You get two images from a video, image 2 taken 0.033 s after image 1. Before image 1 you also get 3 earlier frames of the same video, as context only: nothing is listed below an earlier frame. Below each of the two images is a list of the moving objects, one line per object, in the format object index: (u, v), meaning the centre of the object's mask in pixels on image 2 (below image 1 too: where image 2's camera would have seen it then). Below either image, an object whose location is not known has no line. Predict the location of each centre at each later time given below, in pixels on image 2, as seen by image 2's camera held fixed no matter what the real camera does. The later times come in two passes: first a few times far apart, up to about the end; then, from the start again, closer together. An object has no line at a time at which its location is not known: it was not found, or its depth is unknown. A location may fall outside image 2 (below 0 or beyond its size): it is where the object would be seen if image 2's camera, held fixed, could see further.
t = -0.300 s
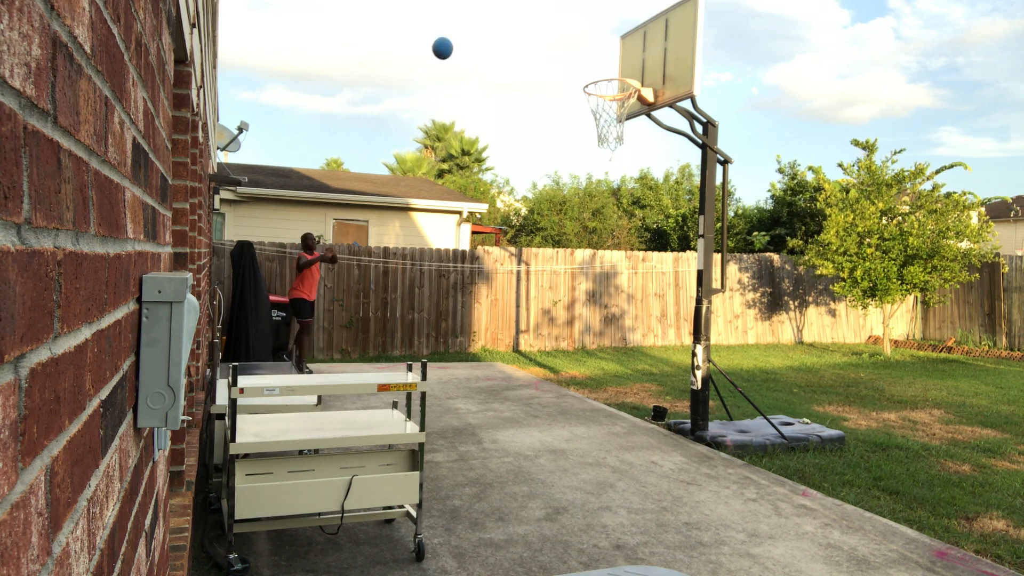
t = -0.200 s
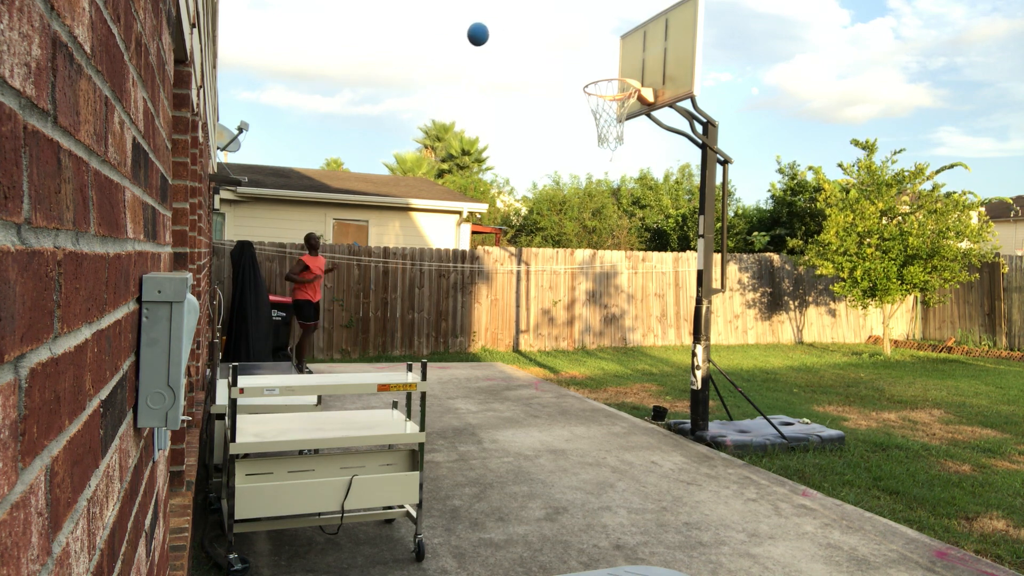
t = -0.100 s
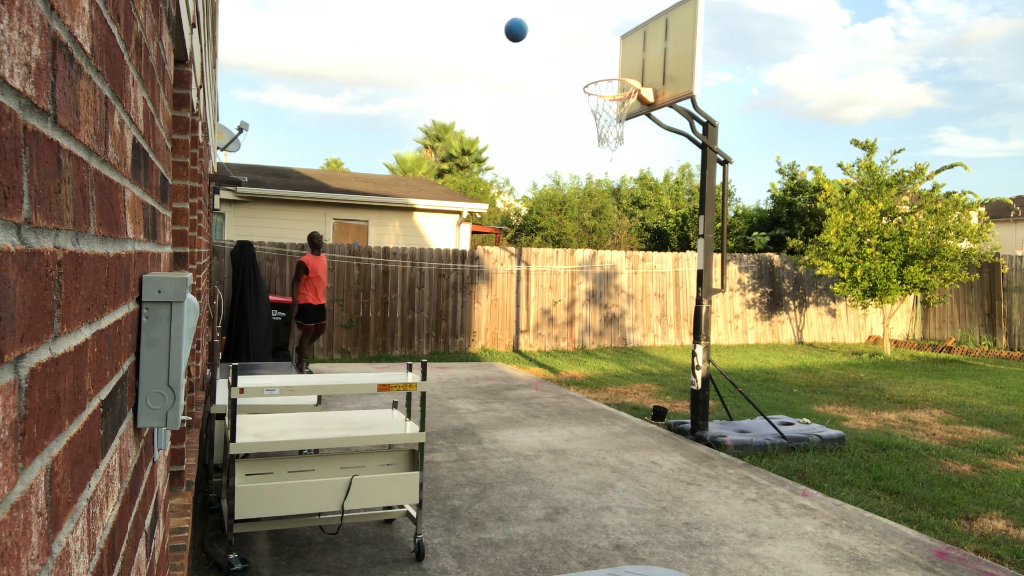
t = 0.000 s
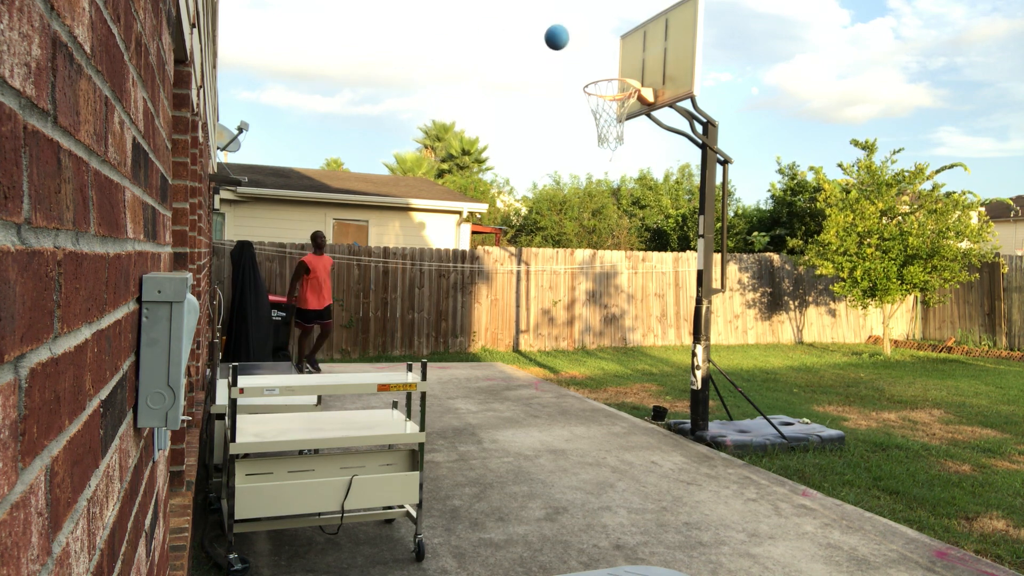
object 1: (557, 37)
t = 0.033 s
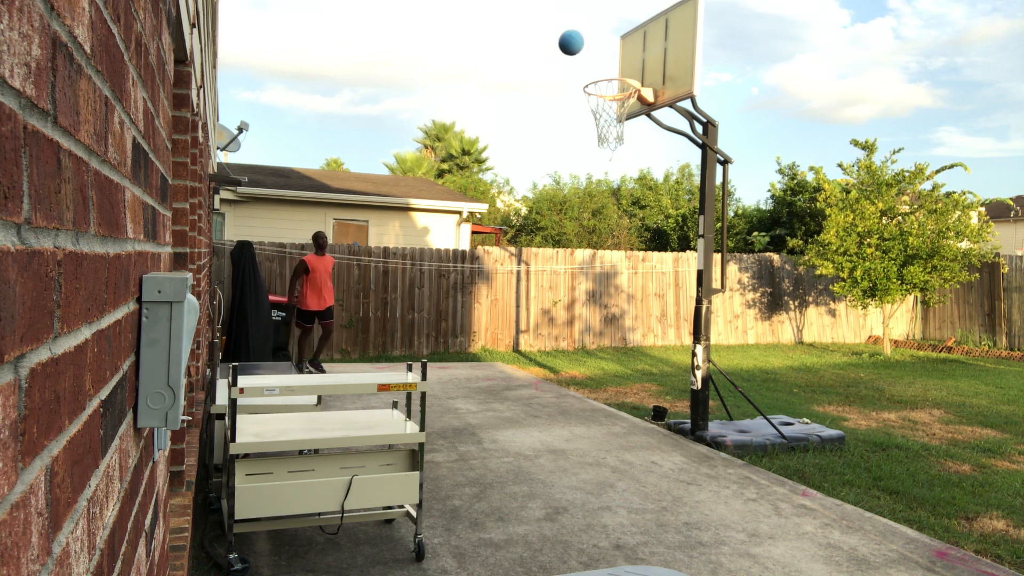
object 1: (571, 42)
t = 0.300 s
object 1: (647, 39)
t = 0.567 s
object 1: (640, 42)
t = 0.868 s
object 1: (623, 63)
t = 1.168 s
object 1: (617, 82)
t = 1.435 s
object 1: (609, 179)
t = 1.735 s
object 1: (598, 388)
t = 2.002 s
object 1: (607, 311)
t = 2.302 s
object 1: (621, 188)
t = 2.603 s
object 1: (631, 191)
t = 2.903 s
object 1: (637, 319)
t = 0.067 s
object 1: (586, 49)
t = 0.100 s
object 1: (601, 57)
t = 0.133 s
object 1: (617, 66)
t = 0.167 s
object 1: (624, 64)
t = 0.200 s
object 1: (630, 55)
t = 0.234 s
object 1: (636, 48)
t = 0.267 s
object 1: (642, 43)
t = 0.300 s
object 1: (647, 39)
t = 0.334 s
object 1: (653, 37)
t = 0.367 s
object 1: (658, 35)
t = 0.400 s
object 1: (656, 34)
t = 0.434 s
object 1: (653, 33)
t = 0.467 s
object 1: (649, 33)
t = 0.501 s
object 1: (646, 35)
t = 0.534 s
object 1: (643, 38)
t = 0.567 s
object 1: (640, 42)
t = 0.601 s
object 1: (636, 48)
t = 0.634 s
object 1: (633, 55)
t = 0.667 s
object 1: (630, 63)
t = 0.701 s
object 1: (628, 65)
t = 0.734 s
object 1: (627, 62)
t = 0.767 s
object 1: (626, 60)
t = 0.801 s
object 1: (625, 60)
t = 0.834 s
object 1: (624, 60)
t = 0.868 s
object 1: (623, 63)
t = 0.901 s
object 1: (622, 64)
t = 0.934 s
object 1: (622, 63)
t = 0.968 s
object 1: (621, 63)
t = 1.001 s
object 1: (621, 64)
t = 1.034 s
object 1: (620, 67)
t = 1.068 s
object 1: (619, 69)
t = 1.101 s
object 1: (619, 72)
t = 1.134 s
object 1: (618, 76)
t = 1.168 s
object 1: (617, 82)
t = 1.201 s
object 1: (616, 90)
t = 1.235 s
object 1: (616, 98)
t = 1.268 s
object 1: (615, 109)
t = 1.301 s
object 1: (613, 120)
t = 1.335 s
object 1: (612, 133)
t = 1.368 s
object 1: (611, 147)
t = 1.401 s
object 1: (610, 163)
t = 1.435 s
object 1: (609, 179)
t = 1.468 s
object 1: (608, 197)
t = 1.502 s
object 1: (607, 217)
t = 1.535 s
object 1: (606, 237)
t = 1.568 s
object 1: (604, 259)
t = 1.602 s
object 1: (603, 282)
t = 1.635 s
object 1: (602, 307)
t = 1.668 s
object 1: (600, 332)
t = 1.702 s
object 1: (599, 359)
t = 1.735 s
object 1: (598, 388)
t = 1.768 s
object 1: (596, 418)
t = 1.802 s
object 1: (595, 449)
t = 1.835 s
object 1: (596, 431)
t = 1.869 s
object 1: (598, 404)
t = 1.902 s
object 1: (600, 379)
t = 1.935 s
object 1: (602, 355)
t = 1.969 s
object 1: (605, 332)
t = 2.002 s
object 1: (607, 311)
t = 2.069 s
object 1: (610, 273)
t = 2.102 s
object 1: (612, 256)
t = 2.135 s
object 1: (613, 241)
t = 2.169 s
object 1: (615, 227)
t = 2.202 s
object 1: (616, 215)
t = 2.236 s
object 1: (618, 204)
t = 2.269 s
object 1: (619, 195)
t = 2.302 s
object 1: (621, 188)
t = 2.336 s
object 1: (622, 182)
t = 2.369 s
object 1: (624, 178)
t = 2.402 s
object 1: (625, 175)
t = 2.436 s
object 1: (626, 174)
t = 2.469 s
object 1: (627, 174)
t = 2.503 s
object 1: (629, 176)
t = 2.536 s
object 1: (630, 179)
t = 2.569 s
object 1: (631, 184)
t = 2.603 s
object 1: (631, 191)
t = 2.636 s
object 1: (632, 199)
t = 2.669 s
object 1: (633, 208)
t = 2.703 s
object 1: (634, 219)
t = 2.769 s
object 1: (635, 246)
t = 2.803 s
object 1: (636, 262)
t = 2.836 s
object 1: (636, 280)
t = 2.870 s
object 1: (637, 298)
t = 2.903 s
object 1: (637, 319)
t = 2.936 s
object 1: (638, 340)
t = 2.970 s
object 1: (638, 364)
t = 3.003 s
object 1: (639, 388)
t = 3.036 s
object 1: (639, 414)
